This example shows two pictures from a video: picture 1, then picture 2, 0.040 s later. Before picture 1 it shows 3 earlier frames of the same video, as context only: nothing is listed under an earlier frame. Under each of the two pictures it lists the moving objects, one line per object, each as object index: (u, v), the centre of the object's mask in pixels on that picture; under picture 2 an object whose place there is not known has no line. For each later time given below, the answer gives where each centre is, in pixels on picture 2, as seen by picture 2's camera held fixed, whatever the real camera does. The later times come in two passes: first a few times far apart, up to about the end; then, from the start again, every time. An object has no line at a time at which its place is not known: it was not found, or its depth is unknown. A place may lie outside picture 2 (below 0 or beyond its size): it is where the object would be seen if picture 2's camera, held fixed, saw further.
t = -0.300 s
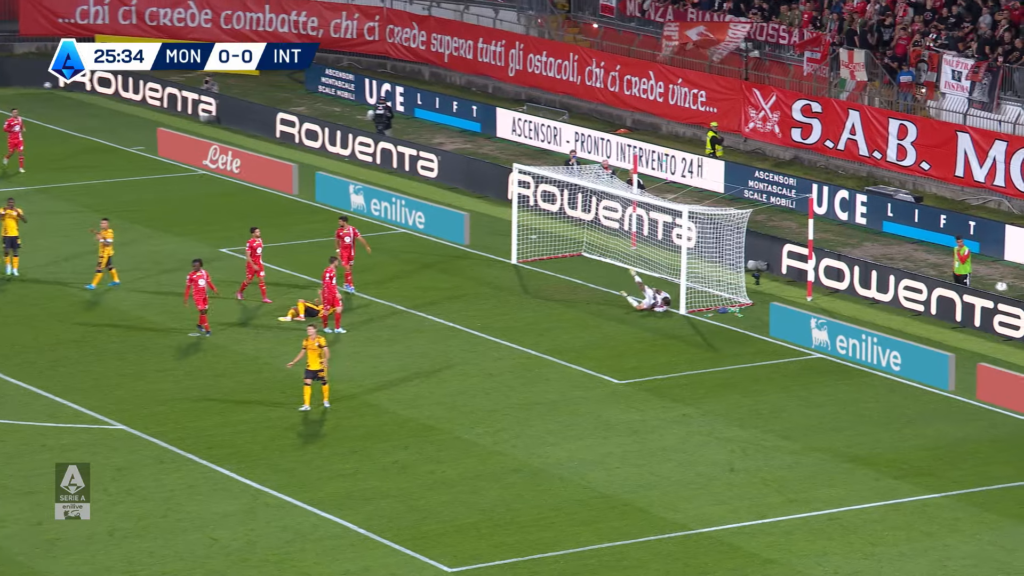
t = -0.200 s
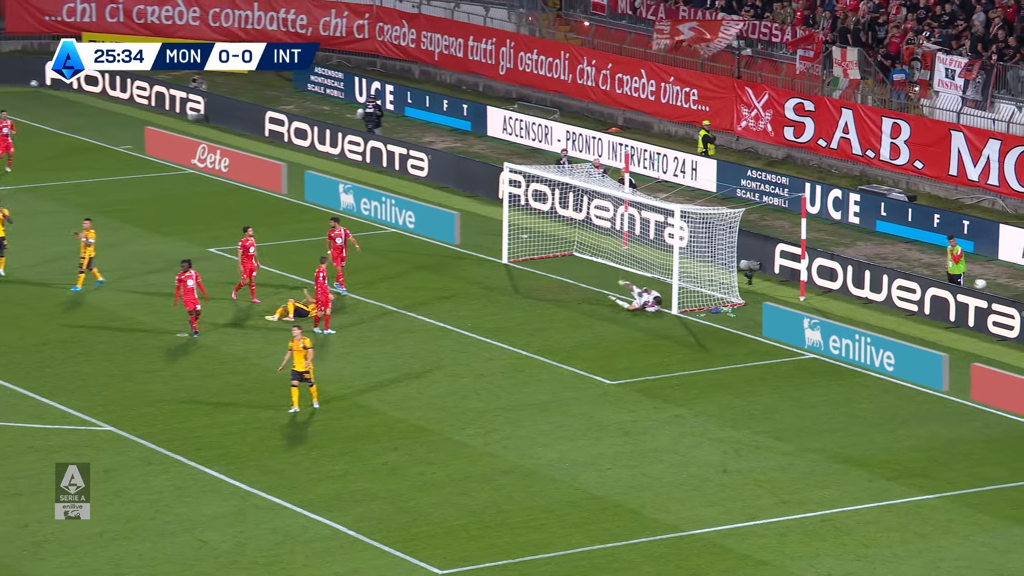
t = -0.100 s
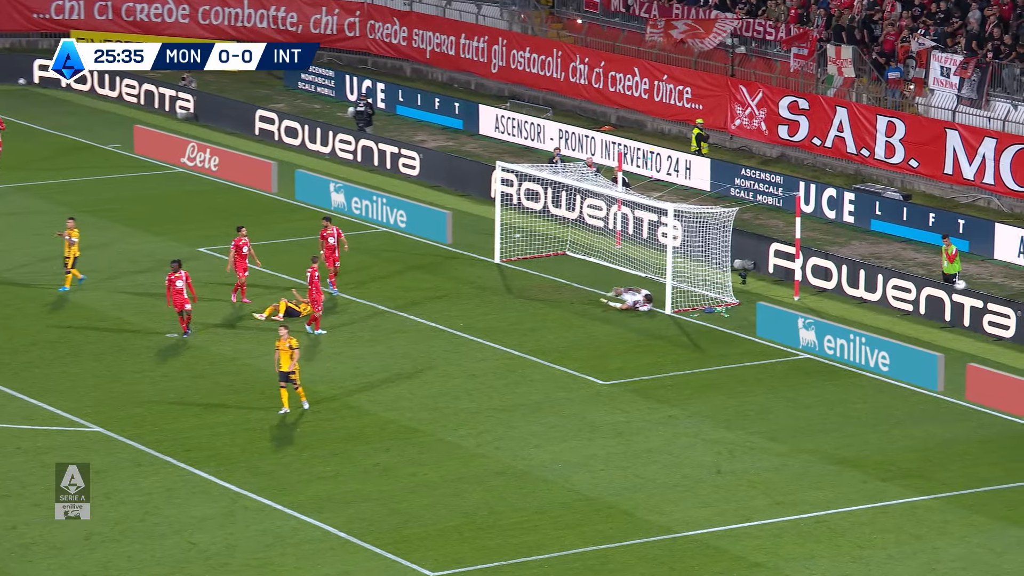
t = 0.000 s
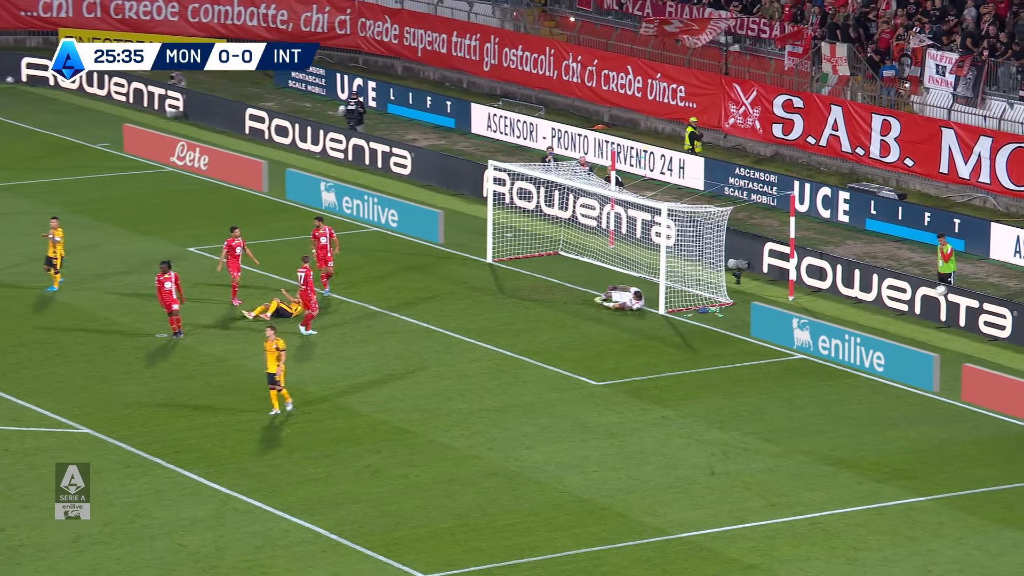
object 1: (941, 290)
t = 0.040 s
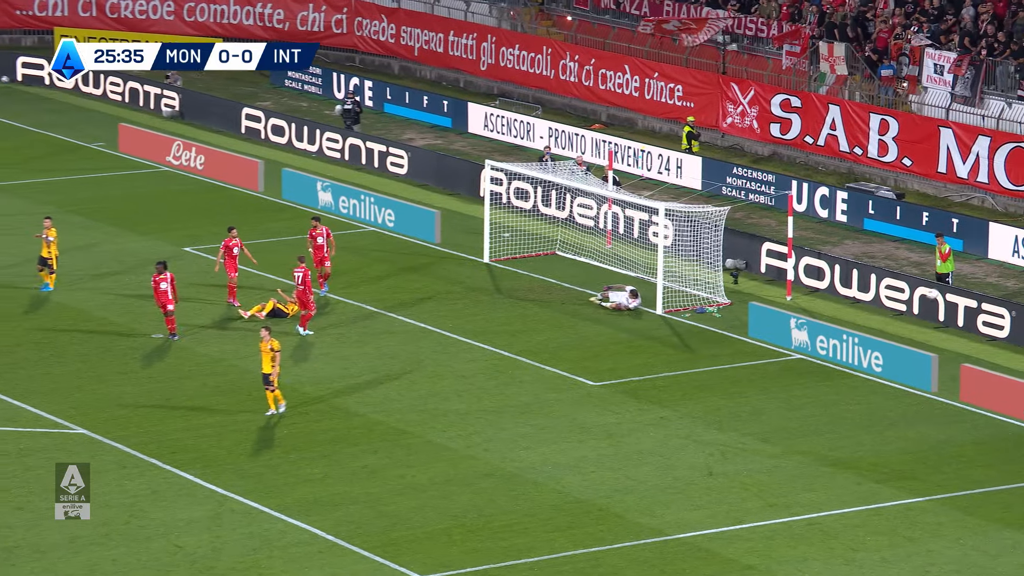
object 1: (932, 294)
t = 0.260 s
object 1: (899, 325)
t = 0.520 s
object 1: (867, 346)
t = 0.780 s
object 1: (849, 335)
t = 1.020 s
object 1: (832, 351)
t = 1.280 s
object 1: (820, 366)
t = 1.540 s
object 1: (819, 370)
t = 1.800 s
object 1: (817, 381)
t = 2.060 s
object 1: (815, 388)
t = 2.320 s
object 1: (814, 393)
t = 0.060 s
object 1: (928, 297)
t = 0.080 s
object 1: (926, 299)
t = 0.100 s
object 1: (924, 300)
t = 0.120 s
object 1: (921, 302)
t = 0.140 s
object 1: (918, 306)
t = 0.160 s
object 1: (914, 309)
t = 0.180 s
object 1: (910, 312)
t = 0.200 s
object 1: (908, 315)
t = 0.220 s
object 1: (905, 318)
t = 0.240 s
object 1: (902, 321)
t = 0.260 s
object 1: (899, 325)
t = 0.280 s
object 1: (896, 329)
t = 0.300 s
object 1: (893, 333)
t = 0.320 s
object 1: (889, 337)
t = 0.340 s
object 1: (887, 341)
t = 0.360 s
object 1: (883, 346)
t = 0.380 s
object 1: (880, 350)
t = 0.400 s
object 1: (877, 356)
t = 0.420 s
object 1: (875, 358)
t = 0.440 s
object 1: (873, 356)
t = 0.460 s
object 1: (872, 354)
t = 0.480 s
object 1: (870, 351)
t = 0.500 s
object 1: (868, 349)
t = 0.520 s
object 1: (867, 346)
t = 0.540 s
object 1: (865, 345)
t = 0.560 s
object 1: (864, 343)
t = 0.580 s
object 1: (863, 341)
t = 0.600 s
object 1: (861, 340)
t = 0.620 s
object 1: (860, 338)
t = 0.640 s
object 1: (859, 337)
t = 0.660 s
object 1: (857, 337)
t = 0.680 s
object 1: (856, 336)
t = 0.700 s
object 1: (855, 336)
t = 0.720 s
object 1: (853, 335)
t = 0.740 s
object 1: (852, 335)
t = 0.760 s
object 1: (850, 335)
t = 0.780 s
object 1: (849, 335)
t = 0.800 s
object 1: (847, 335)
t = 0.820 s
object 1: (846, 336)
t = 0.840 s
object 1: (845, 336)
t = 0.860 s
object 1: (843, 337)
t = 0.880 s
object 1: (842, 338)
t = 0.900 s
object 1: (841, 339)
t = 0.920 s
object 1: (839, 341)
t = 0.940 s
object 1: (837, 343)
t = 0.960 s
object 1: (836, 344)
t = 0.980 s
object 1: (834, 346)
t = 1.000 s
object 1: (833, 349)
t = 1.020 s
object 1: (832, 351)
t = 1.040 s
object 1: (830, 353)
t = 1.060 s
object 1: (828, 356)
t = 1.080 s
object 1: (827, 358)
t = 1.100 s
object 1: (825, 362)
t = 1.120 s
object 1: (824, 365)
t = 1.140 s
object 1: (823, 369)
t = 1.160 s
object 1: (821, 372)
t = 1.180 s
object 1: (821, 372)
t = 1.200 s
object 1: (821, 371)
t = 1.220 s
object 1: (821, 369)
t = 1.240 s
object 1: (820, 368)
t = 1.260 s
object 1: (820, 367)
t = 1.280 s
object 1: (820, 366)
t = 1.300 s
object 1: (820, 366)
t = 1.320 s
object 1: (820, 365)
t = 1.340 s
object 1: (820, 364)
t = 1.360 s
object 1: (820, 364)
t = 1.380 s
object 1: (820, 364)
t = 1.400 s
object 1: (820, 364)
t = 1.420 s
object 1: (820, 365)
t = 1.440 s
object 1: (820, 365)
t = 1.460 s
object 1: (820, 366)
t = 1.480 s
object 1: (819, 367)
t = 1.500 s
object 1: (819, 367)
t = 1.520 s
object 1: (819, 368)
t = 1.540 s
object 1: (819, 370)
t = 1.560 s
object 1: (819, 372)
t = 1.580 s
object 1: (819, 373)
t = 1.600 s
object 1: (819, 375)
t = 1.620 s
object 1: (818, 378)
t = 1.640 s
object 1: (818, 380)
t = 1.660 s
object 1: (818, 382)
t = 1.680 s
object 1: (818, 381)
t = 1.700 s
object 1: (818, 381)
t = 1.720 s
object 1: (818, 381)
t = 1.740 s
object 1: (818, 380)
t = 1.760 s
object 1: (817, 380)
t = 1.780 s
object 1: (817, 380)
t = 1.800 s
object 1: (817, 381)
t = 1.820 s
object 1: (817, 381)
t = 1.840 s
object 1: (817, 382)
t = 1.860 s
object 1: (817, 383)
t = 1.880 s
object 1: (816, 384)
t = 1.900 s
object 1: (816, 385)
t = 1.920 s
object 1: (816, 386)
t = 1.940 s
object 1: (816, 387)
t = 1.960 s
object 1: (816, 386)
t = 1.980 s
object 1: (815, 386)
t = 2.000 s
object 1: (815, 387)
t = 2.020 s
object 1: (815, 387)
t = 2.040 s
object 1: (815, 387)
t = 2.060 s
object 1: (815, 388)
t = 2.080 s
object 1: (814, 389)
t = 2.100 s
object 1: (814, 389)
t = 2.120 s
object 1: (814, 389)
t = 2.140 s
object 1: (814, 390)
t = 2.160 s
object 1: (814, 390)
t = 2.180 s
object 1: (814, 390)
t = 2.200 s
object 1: (814, 390)
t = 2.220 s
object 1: (814, 391)
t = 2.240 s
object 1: (814, 391)
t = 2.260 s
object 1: (814, 392)
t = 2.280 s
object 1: (814, 392)
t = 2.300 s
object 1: (814, 392)
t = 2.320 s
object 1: (814, 393)
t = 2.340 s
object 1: (814, 393)
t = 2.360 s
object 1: (813, 393)
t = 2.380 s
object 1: (814, 393)
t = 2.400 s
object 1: (814, 394)
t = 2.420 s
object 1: (814, 394)
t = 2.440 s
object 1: (814, 394)
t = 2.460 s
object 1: (814, 395)
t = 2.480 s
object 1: (814, 395)
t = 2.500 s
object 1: (814, 395)
